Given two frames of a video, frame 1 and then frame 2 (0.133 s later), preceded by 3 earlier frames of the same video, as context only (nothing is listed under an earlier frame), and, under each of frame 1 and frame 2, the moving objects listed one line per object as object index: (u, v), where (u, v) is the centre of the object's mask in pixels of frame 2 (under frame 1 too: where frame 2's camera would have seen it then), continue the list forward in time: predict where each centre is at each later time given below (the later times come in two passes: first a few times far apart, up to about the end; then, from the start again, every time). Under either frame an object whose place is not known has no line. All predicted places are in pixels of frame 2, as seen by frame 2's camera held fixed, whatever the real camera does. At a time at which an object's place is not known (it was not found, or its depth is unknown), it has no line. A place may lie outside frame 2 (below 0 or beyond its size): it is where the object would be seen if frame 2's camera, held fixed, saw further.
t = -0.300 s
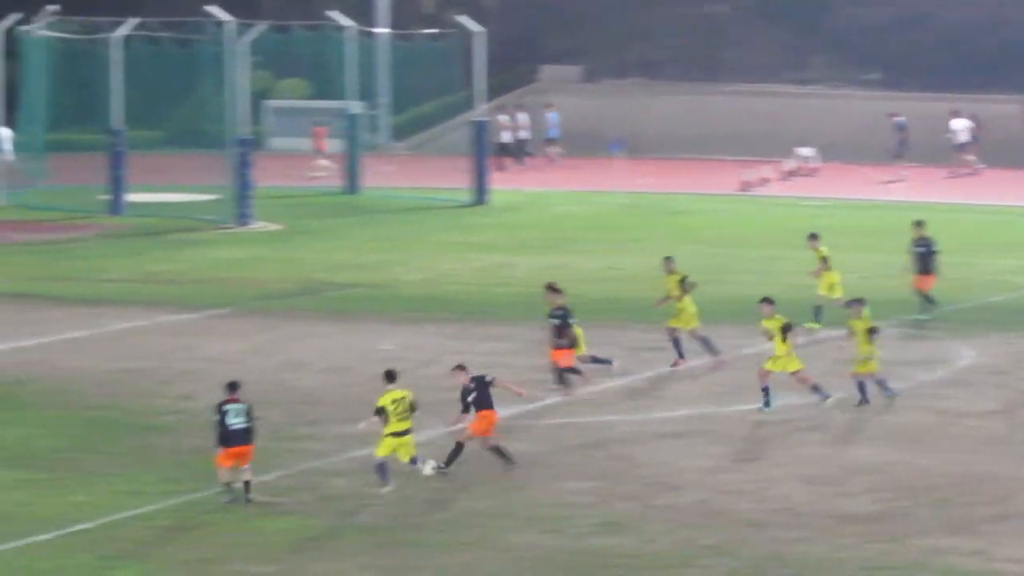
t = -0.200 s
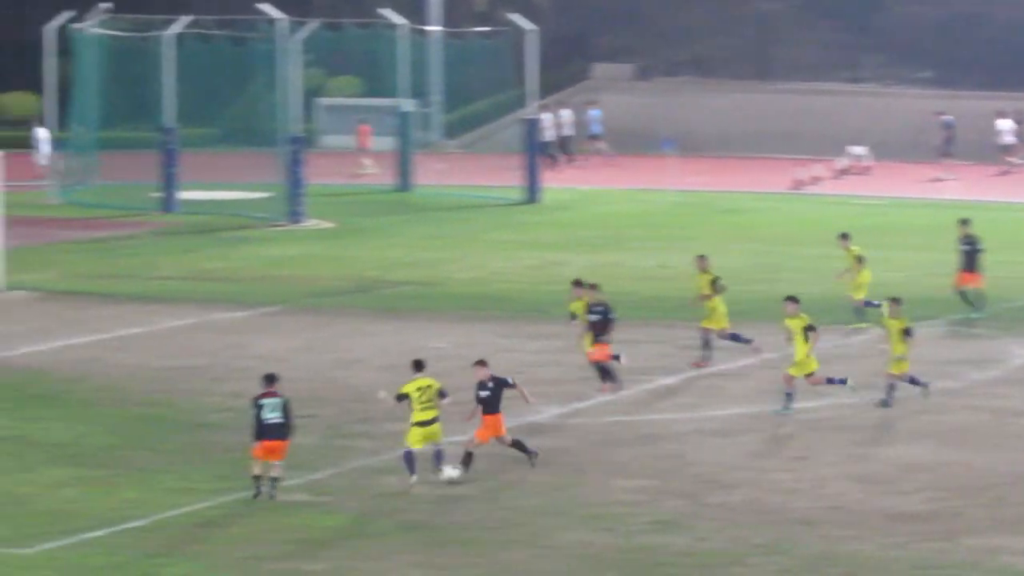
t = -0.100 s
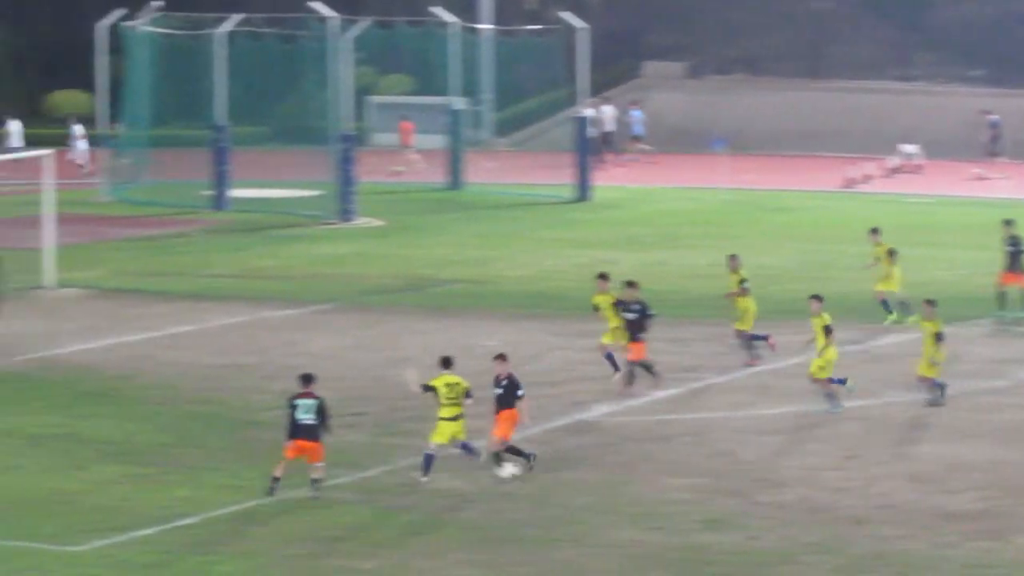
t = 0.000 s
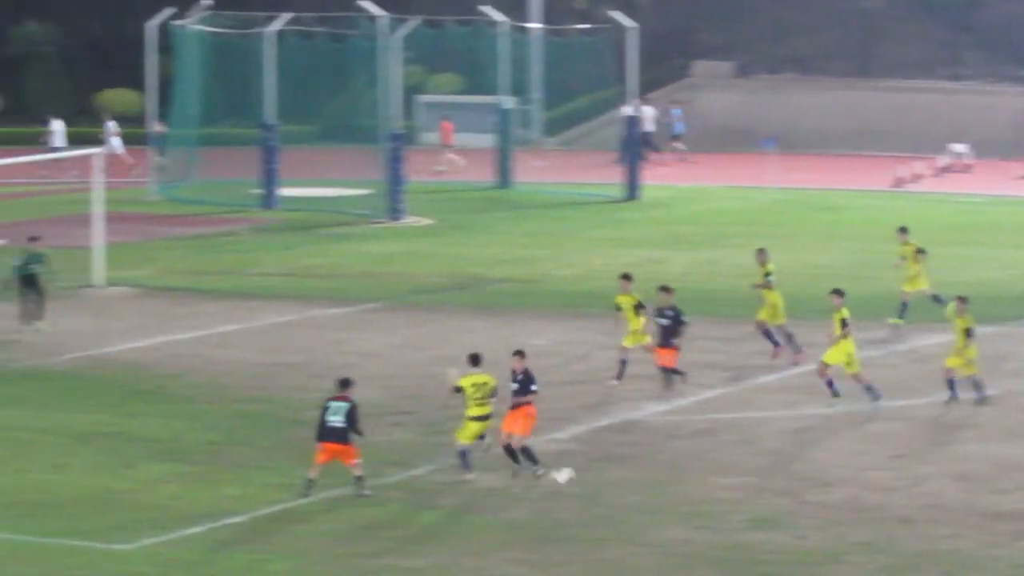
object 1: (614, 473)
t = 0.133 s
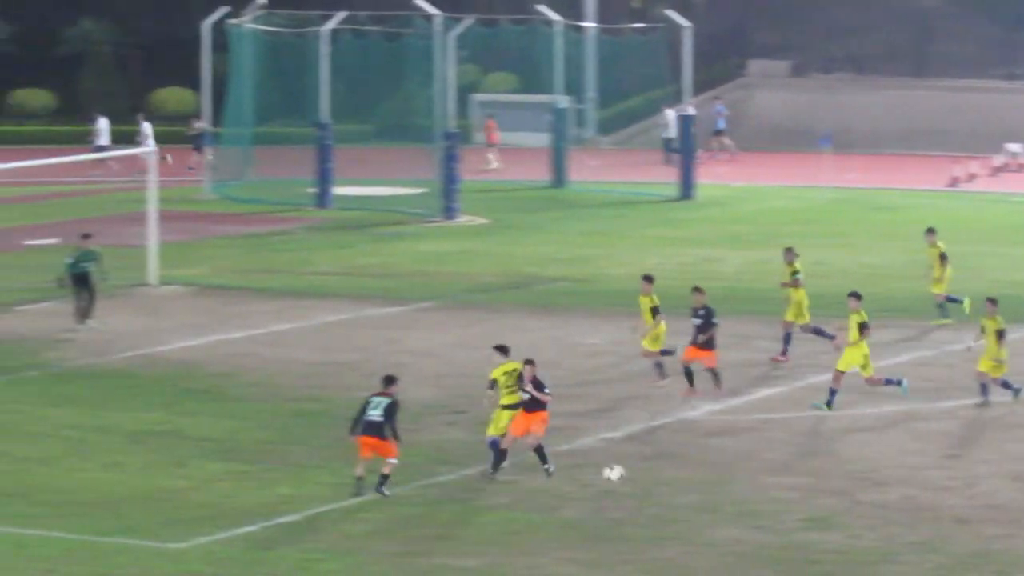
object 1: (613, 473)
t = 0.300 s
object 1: (612, 477)
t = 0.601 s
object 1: (600, 481)
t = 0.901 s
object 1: (593, 484)
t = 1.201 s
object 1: (589, 487)
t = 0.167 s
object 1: (613, 475)
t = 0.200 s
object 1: (612, 477)
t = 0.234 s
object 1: (612, 476)
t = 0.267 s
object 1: (612, 476)
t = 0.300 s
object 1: (612, 477)
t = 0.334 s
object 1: (610, 478)
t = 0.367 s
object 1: (609, 479)
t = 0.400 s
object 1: (607, 479)
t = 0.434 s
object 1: (606, 479)
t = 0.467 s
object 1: (605, 479)
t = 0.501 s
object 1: (604, 480)
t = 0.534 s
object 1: (602, 480)
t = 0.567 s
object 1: (601, 480)
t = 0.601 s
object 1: (600, 481)
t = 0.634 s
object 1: (599, 482)
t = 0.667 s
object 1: (598, 482)
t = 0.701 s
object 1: (597, 482)
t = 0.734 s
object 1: (596, 482)
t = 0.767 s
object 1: (595, 483)
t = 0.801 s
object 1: (595, 483)
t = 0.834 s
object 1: (594, 484)
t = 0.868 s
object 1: (593, 484)
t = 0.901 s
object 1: (593, 484)
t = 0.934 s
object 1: (592, 485)
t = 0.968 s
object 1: (592, 485)
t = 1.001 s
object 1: (591, 485)
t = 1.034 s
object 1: (590, 486)
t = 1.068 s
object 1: (590, 486)
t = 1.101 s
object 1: (590, 486)
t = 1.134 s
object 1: (590, 486)
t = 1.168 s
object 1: (589, 487)
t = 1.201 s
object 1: (589, 487)
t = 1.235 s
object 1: (589, 488)
